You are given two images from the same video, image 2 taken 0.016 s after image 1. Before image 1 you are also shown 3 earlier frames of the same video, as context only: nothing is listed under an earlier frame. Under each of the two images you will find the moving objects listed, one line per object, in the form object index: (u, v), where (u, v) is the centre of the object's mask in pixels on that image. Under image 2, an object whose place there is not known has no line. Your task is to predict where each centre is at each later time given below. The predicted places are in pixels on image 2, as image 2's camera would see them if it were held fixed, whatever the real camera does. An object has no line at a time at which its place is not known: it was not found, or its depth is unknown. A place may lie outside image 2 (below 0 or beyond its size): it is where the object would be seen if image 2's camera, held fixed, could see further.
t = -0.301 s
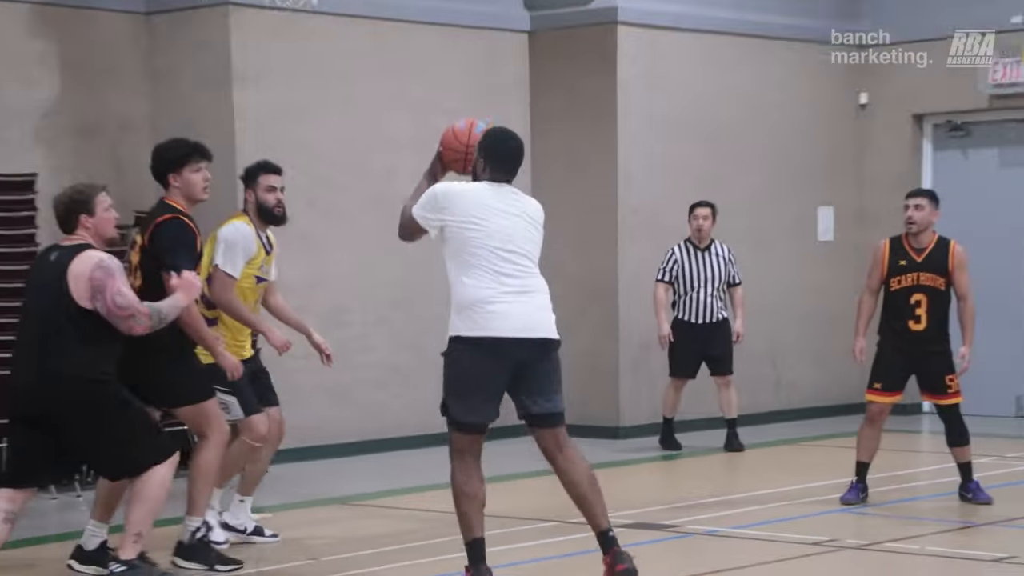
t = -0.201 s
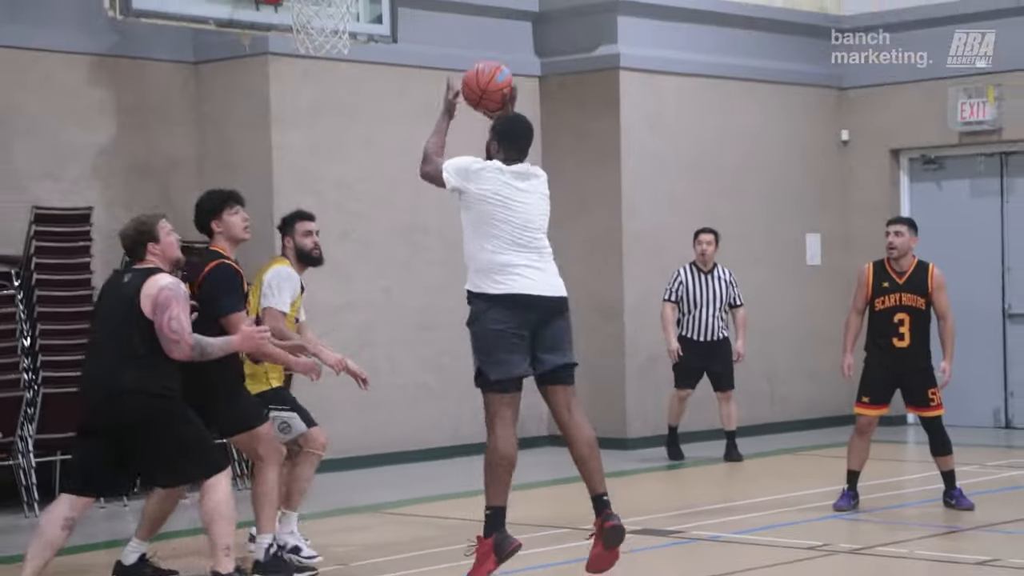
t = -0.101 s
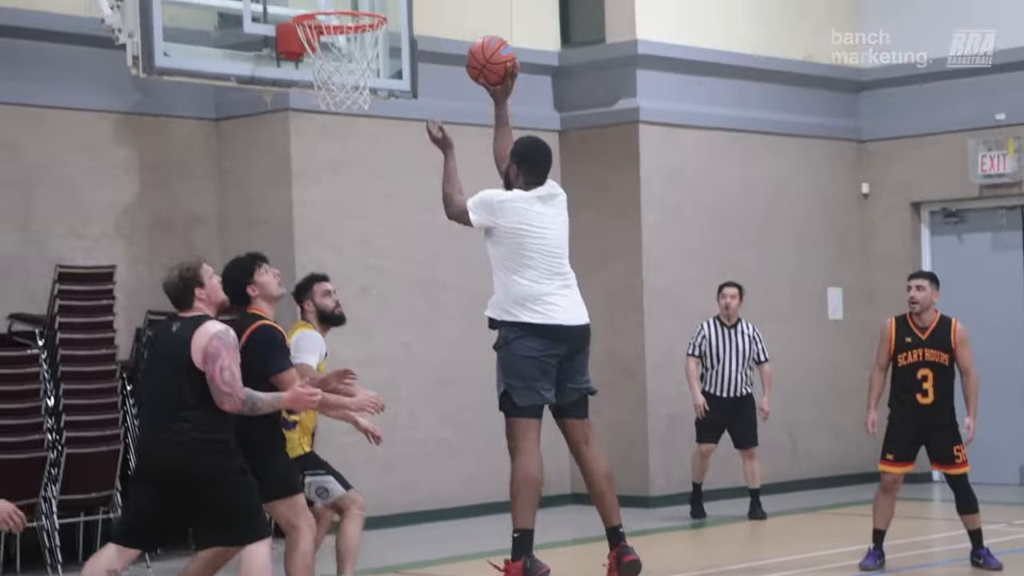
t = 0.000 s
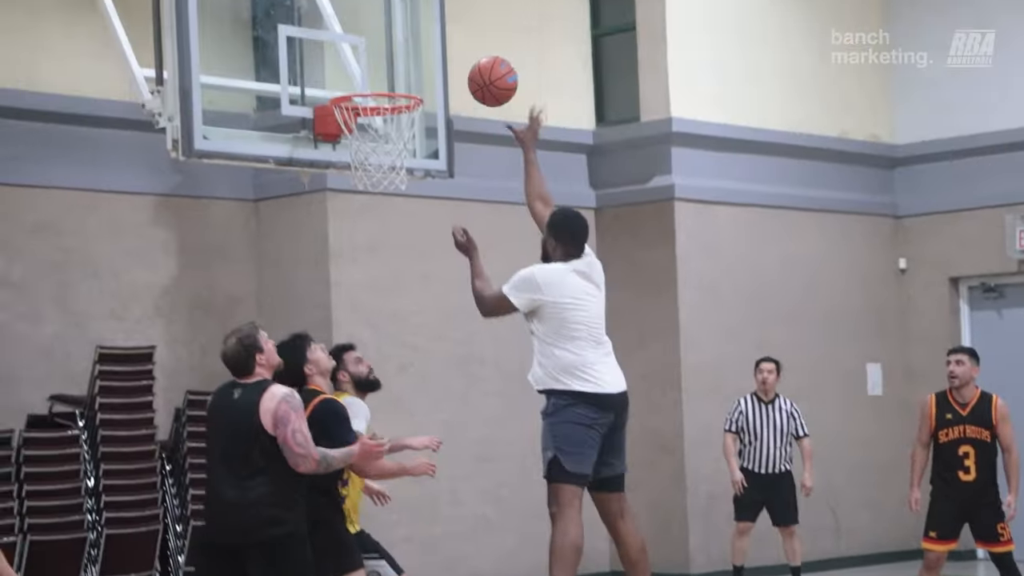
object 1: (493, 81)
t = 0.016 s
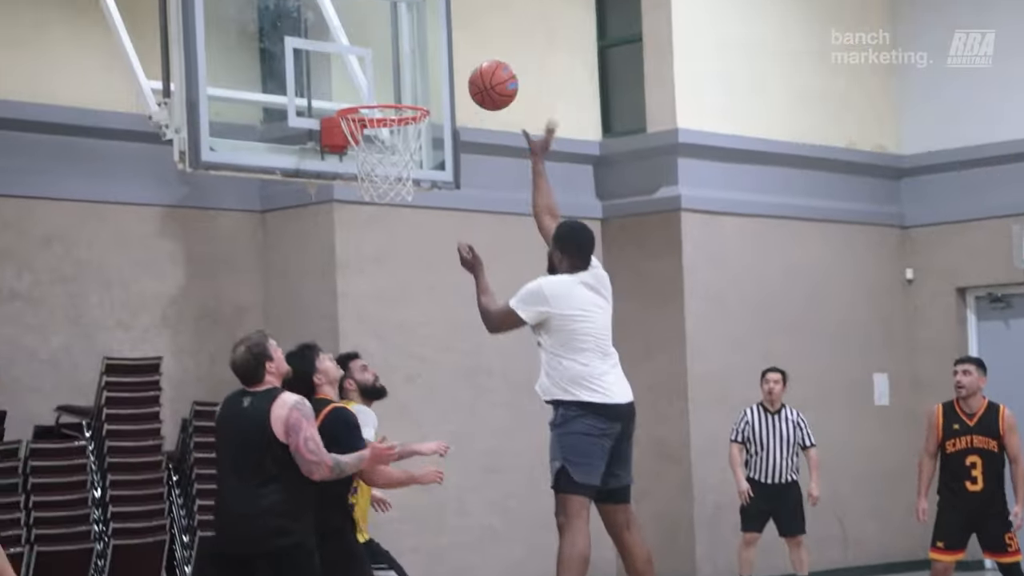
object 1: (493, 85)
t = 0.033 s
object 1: (488, 79)
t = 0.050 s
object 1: (482, 74)
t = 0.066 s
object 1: (477, 69)
